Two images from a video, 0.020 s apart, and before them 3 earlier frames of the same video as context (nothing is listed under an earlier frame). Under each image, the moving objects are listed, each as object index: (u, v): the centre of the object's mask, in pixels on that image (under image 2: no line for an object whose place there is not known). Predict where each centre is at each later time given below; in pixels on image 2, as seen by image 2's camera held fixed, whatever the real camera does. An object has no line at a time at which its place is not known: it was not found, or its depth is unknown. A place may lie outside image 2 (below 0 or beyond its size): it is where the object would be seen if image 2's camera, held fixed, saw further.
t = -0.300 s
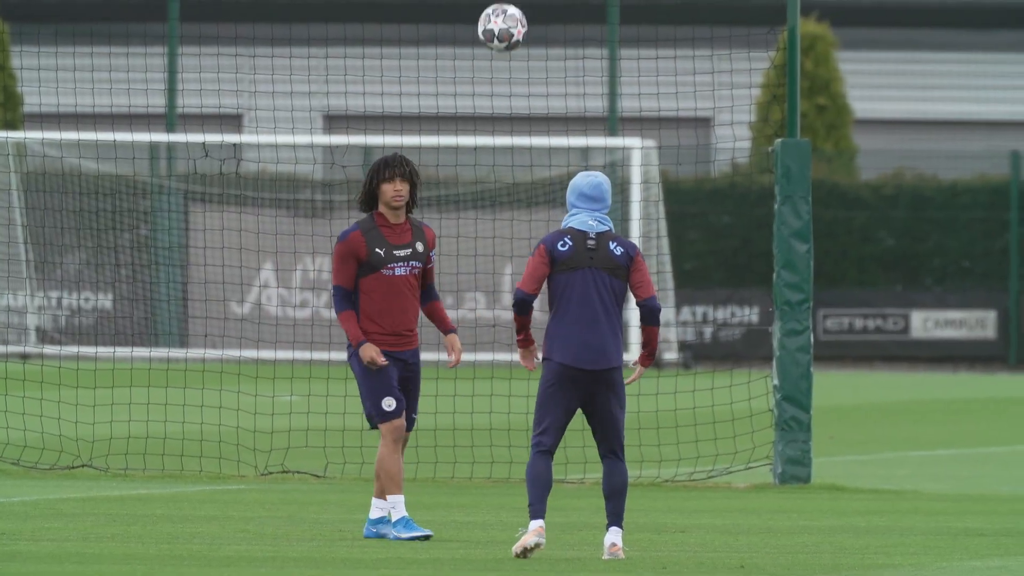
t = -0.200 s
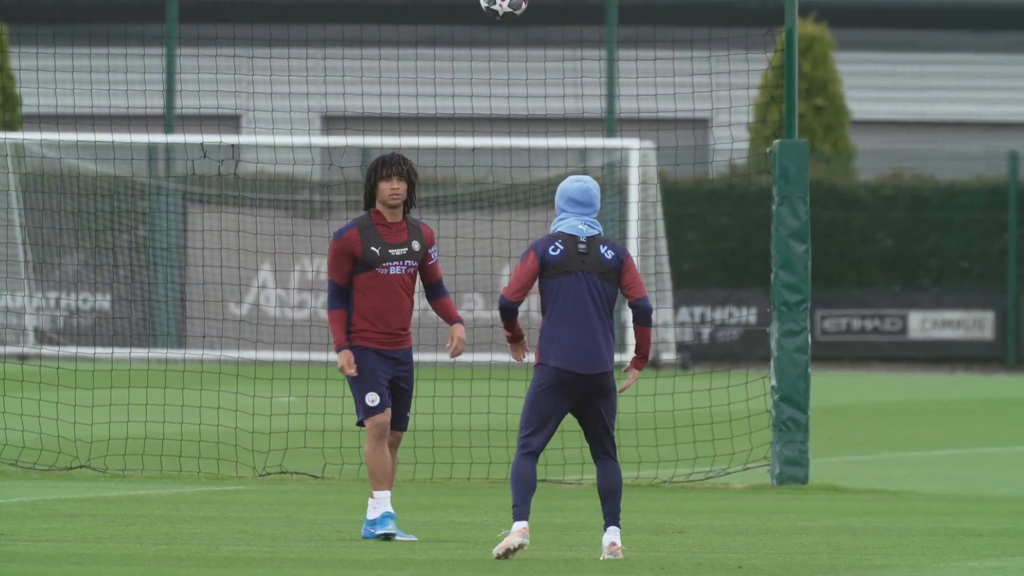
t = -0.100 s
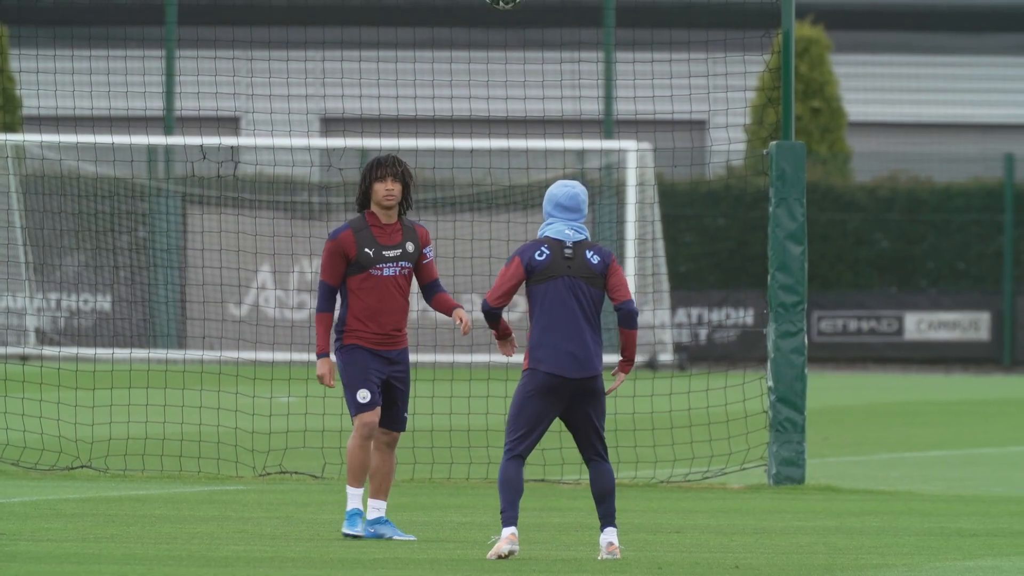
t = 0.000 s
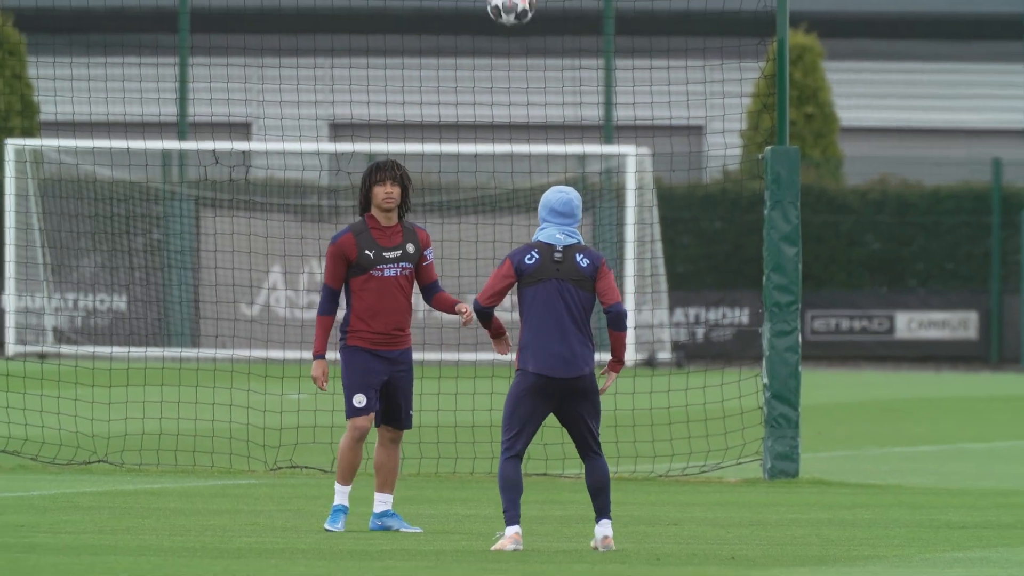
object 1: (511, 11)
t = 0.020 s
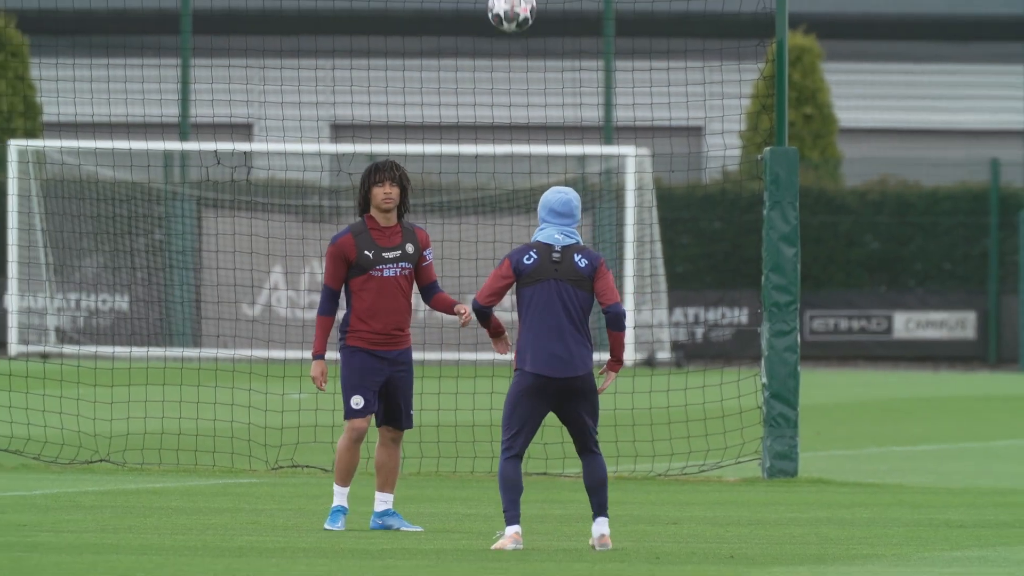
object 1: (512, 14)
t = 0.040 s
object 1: (512, 15)
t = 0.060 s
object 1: (510, 16)
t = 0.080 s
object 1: (507, 21)
